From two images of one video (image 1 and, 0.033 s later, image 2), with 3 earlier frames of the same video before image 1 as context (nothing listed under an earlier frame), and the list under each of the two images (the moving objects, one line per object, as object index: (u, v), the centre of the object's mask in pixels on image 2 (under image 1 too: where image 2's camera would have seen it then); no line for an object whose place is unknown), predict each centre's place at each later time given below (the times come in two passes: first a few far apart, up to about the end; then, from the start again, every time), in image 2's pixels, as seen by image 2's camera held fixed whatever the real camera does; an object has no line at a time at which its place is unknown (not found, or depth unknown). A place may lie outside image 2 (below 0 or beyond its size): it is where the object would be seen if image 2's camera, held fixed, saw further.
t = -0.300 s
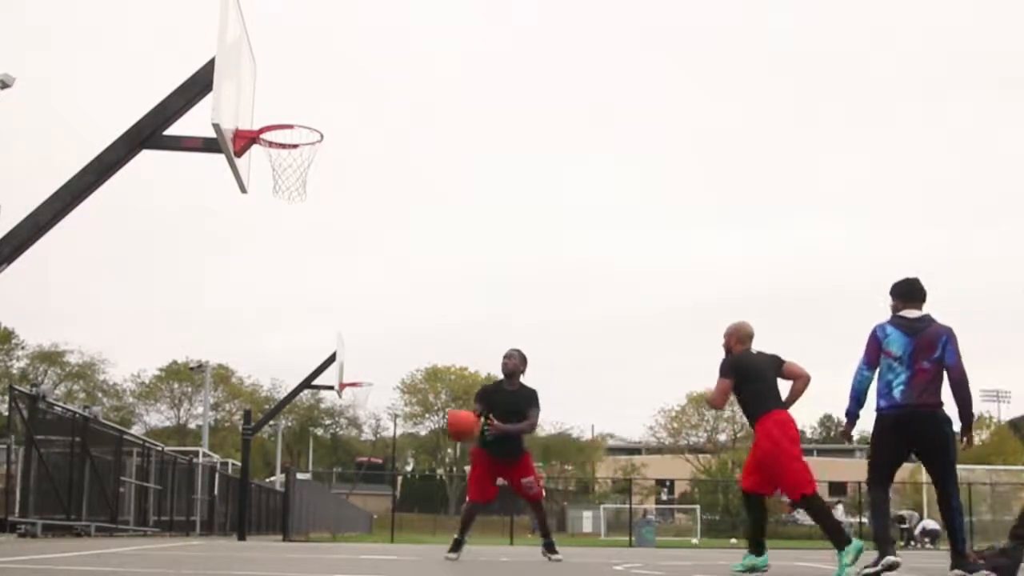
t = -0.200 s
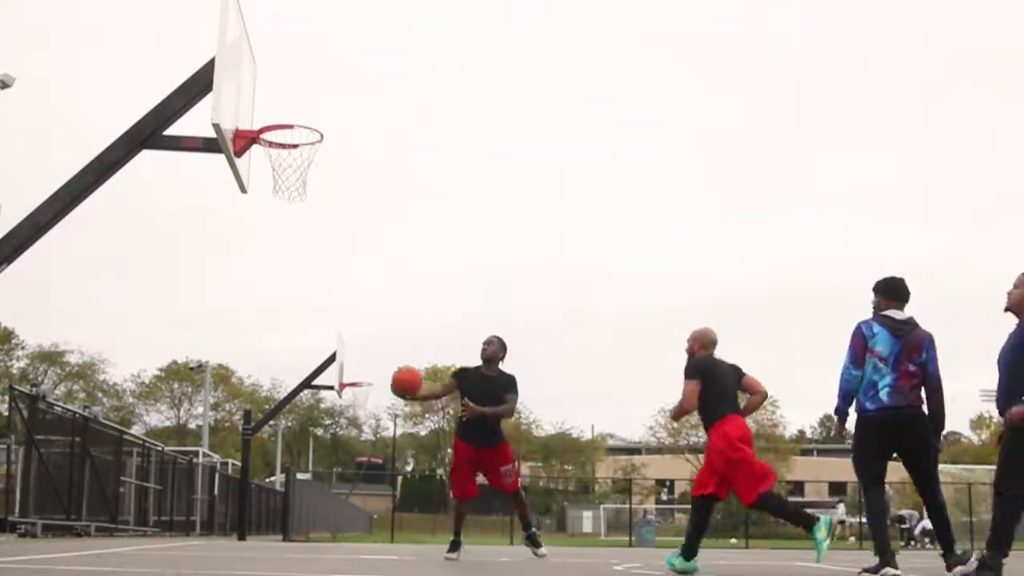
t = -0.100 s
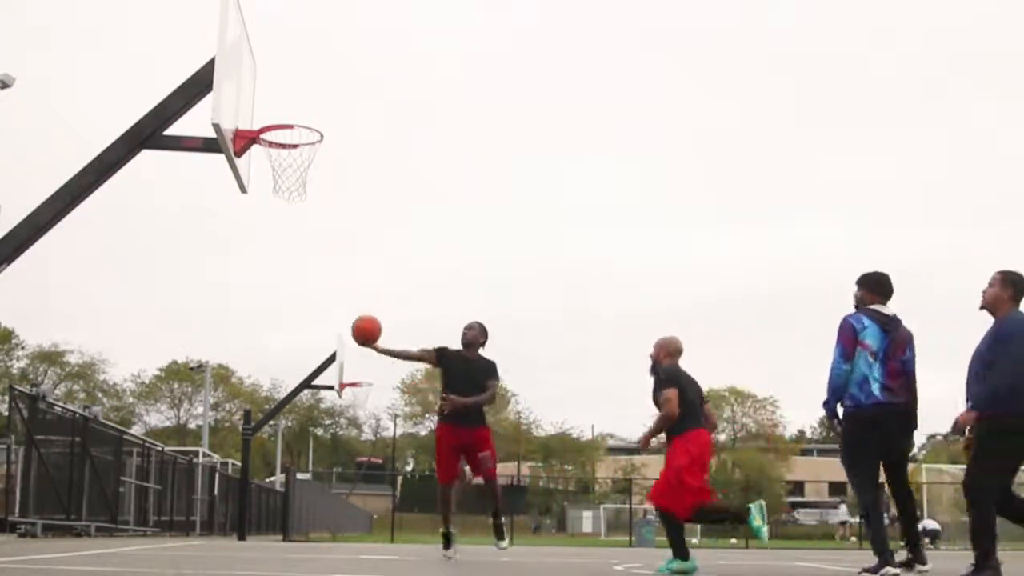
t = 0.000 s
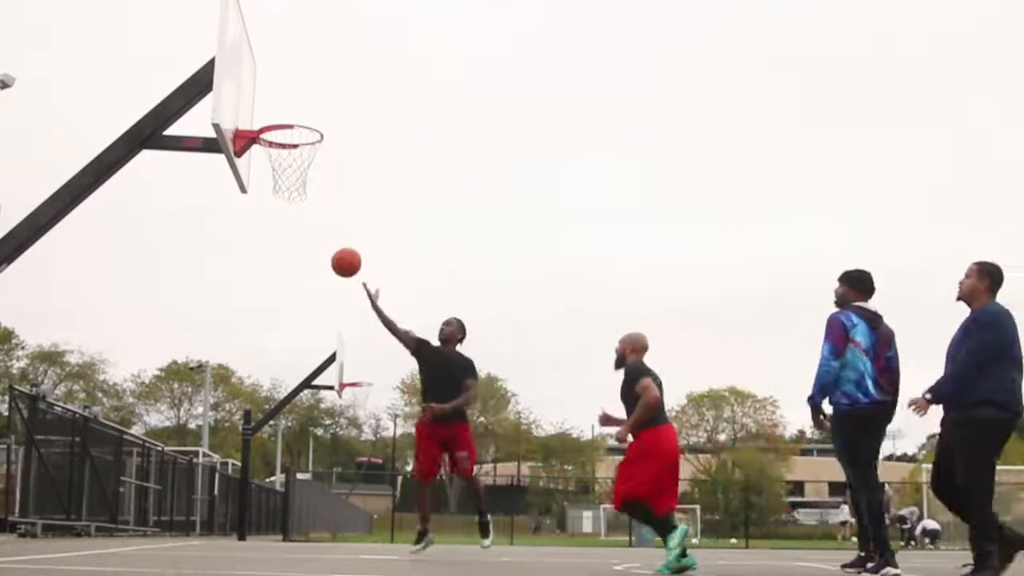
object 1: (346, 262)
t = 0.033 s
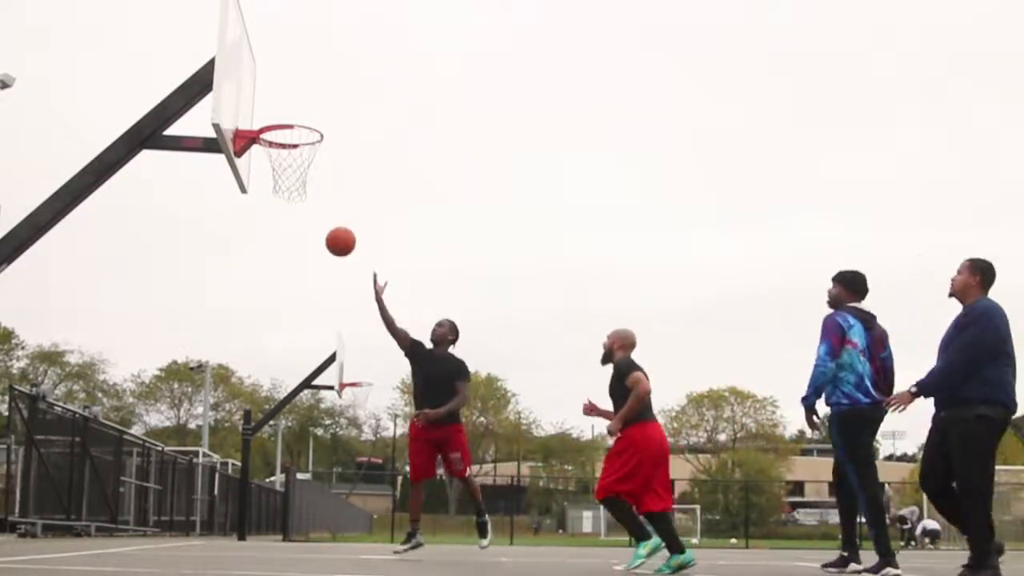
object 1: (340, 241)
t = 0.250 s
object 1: (303, 138)
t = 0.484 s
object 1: (259, 88)
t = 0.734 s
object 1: (286, 94)
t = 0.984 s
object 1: (299, 111)
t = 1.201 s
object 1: (306, 137)
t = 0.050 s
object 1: (338, 231)
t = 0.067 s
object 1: (335, 221)
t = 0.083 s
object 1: (332, 212)
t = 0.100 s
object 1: (329, 203)
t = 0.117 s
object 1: (326, 195)
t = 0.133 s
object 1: (323, 186)
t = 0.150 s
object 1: (321, 179)
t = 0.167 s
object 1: (318, 171)
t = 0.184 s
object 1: (316, 164)
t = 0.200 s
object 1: (313, 158)
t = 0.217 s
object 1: (309, 150)
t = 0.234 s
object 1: (306, 143)
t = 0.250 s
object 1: (303, 138)
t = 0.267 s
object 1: (300, 131)
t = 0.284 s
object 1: (296, 127)
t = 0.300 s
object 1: (293, 121)
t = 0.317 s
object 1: (290, 117)
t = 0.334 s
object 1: (287, 112)
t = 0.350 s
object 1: (284, 109)
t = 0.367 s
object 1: (280, 105)
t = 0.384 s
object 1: (277, 101)
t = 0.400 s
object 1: (274, 98)
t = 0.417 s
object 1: (270, 96)
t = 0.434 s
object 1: (267, 93)
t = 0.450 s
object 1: (264, 91)
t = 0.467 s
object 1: (261, 90)
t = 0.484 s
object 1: (259, 88)
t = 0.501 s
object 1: (261, 86)
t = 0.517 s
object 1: (263, 84)
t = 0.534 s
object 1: (265, 83)
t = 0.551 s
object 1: (266, 82)
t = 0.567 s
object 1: (268, 81)
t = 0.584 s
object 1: (270, 81)
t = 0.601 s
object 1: (272, 81)
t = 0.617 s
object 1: (274, 82)
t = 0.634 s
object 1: (276, 82)
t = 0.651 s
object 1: (277, 83)
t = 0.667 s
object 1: (279, 85)
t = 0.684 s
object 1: (281, 87)
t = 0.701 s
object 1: (283, 89)
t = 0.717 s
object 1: (284, 92)
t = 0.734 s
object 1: (286, 94)
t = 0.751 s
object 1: (288, 98)
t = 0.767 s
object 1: (289, 101)
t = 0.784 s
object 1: (291, 106)
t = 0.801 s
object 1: (293, 110)
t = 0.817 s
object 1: (294, 114)
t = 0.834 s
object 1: (295, 113)
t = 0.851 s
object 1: (295, 112)
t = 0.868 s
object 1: (296, 111)
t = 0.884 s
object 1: (296, 110)
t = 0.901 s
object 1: (297, 110)
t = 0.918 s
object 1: (297, 109)
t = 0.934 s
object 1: (298, 110)
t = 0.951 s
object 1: (298, 110)
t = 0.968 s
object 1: (299, 110)
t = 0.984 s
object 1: (299, 111)
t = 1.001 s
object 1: (299, 112)
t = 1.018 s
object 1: (300, 114)
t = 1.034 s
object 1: (300, 116)
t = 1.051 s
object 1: (300, 119)
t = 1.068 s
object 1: (300, 122)
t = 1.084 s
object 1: (301, 126)
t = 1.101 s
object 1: (301, 129)
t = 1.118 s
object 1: (301, 130)
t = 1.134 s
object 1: (302, 131)
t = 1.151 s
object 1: (303, 132)
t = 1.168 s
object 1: (304, 133)
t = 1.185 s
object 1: (305, 135)
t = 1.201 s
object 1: (306, 137)
